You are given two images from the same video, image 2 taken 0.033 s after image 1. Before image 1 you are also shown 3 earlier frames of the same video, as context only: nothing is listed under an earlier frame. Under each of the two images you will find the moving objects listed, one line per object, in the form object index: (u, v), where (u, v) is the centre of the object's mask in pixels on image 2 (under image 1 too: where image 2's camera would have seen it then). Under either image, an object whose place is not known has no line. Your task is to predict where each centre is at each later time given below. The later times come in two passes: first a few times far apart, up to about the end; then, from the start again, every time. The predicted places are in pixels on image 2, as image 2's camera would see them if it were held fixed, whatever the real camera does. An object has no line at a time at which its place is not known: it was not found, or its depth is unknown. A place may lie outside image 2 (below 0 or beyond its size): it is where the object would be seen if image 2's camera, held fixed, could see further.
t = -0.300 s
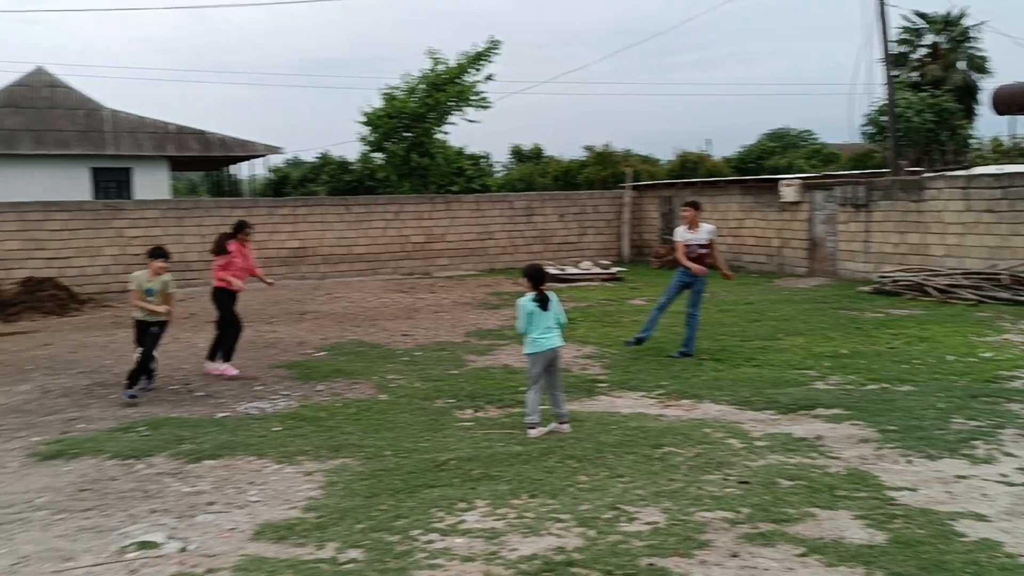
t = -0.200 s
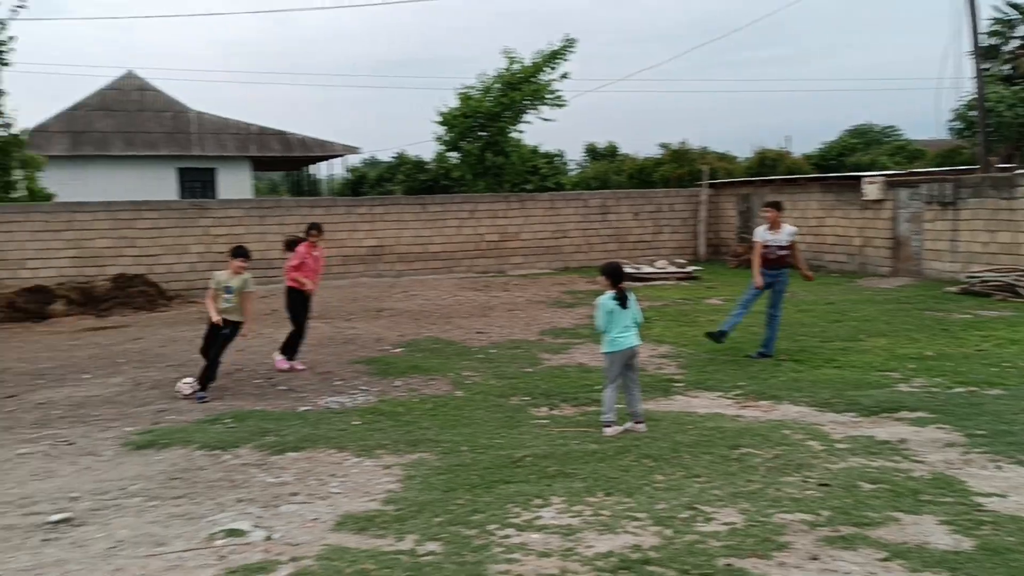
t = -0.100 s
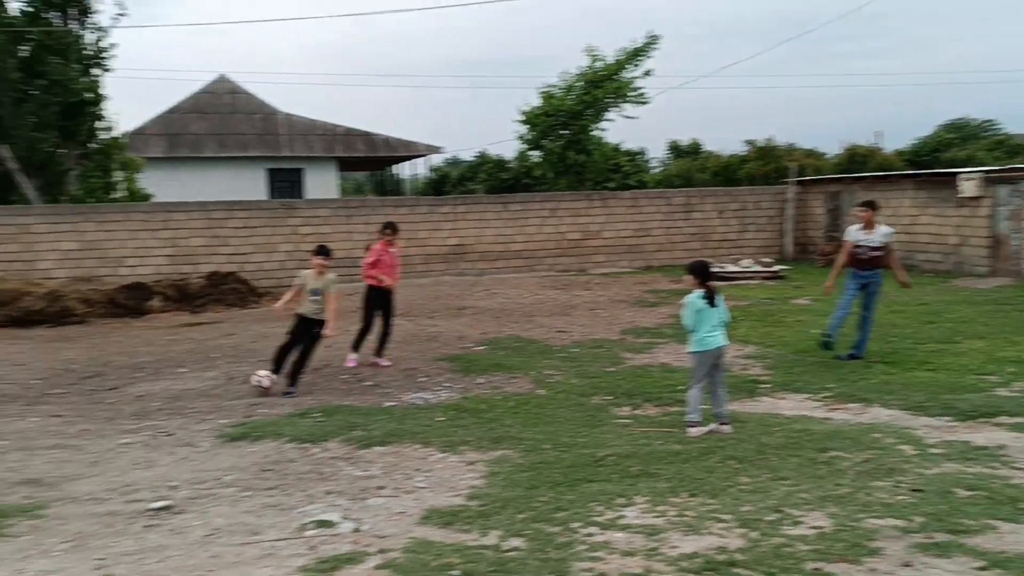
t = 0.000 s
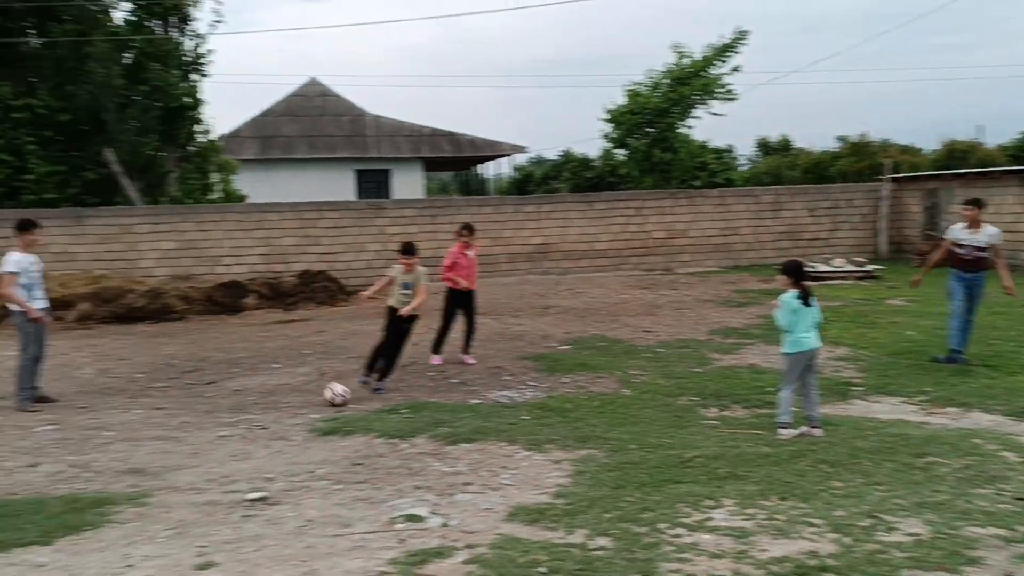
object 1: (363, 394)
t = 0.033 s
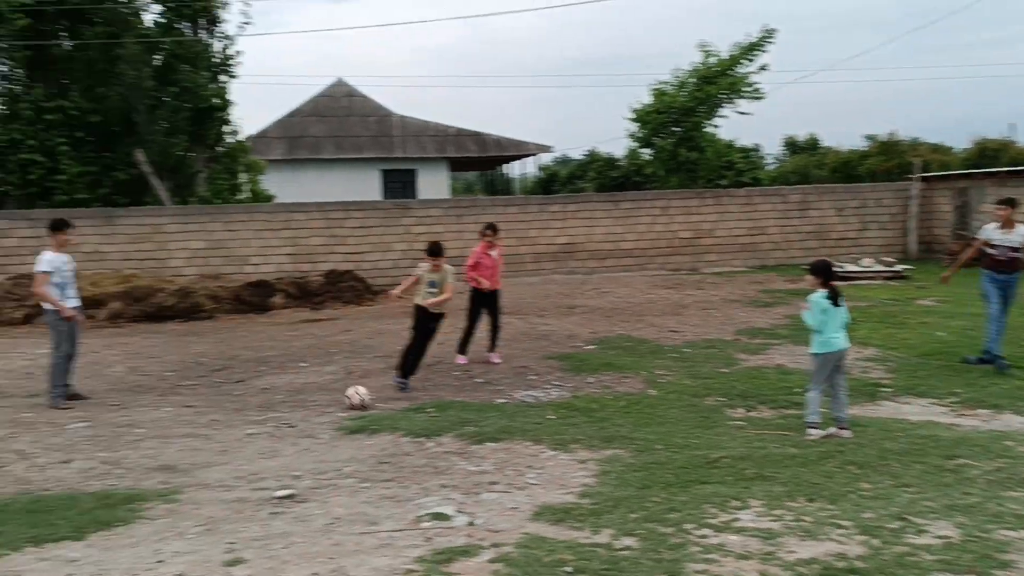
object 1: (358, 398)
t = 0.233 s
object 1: (330, 421)
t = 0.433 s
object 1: (301, 447)
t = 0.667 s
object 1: (264, 477)
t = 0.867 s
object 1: (227, 501)
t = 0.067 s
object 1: (354, 401)
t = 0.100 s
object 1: (349, 402)
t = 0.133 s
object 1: (344, 405)
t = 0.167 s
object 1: (339, 409)
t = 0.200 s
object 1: (335, 414)
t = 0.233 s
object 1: (330, 421)
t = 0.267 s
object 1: (325, 424)
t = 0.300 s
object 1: (320, 426)
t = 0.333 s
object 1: (315, 429)
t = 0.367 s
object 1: (311, 432)
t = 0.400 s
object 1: (307, 439)
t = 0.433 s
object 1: (301, 447)
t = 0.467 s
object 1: (296, 450)
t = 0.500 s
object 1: (291, 454)
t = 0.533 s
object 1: (287, 457)
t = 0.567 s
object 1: (281, 464)
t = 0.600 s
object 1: (274, 473)
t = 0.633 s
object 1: (270, 476)
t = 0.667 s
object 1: (264, 477)
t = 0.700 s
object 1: (258, 478)
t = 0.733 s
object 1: (252, 481)
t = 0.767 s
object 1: (246, 486)
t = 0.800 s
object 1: (239, 496)
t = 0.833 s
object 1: (233, 501)
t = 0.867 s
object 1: (227, 501)
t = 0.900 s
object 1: (222, 504)
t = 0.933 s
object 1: (215, 508)
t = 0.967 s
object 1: (209, 512)
